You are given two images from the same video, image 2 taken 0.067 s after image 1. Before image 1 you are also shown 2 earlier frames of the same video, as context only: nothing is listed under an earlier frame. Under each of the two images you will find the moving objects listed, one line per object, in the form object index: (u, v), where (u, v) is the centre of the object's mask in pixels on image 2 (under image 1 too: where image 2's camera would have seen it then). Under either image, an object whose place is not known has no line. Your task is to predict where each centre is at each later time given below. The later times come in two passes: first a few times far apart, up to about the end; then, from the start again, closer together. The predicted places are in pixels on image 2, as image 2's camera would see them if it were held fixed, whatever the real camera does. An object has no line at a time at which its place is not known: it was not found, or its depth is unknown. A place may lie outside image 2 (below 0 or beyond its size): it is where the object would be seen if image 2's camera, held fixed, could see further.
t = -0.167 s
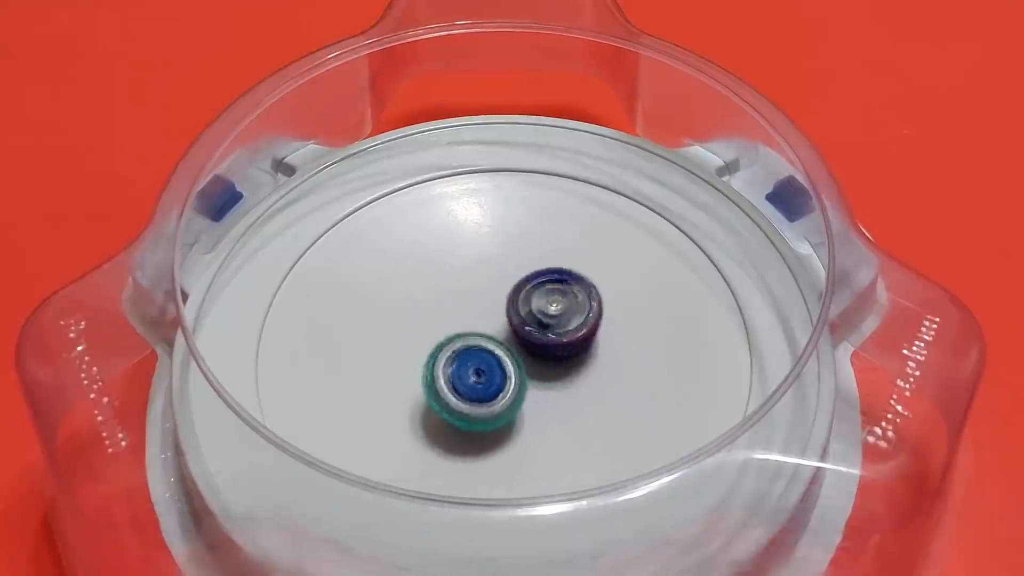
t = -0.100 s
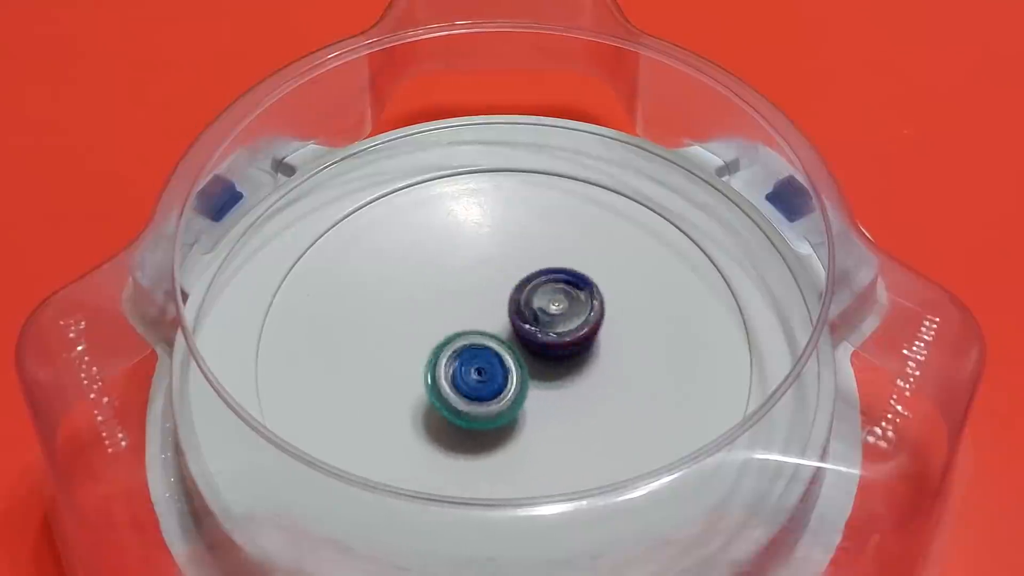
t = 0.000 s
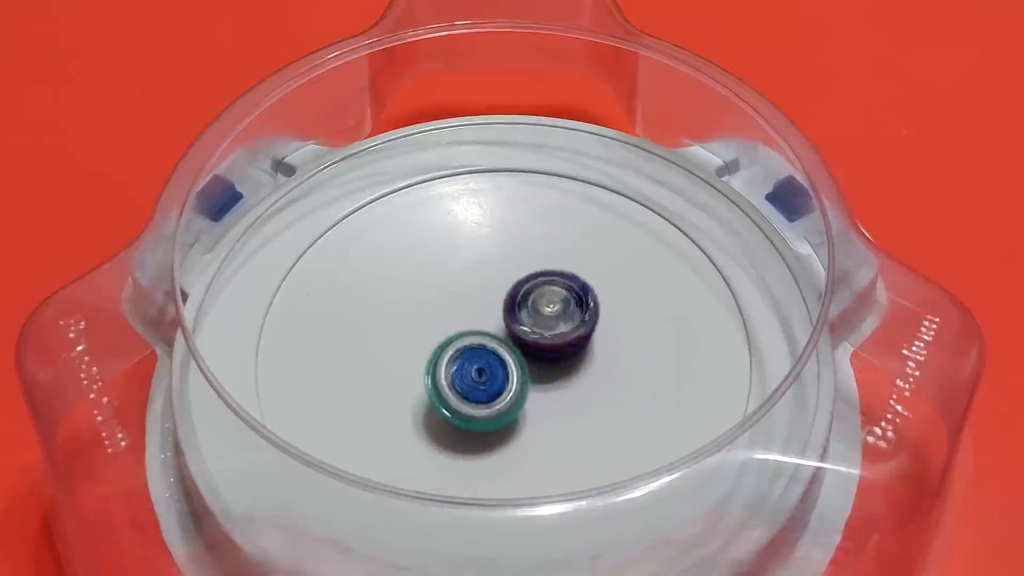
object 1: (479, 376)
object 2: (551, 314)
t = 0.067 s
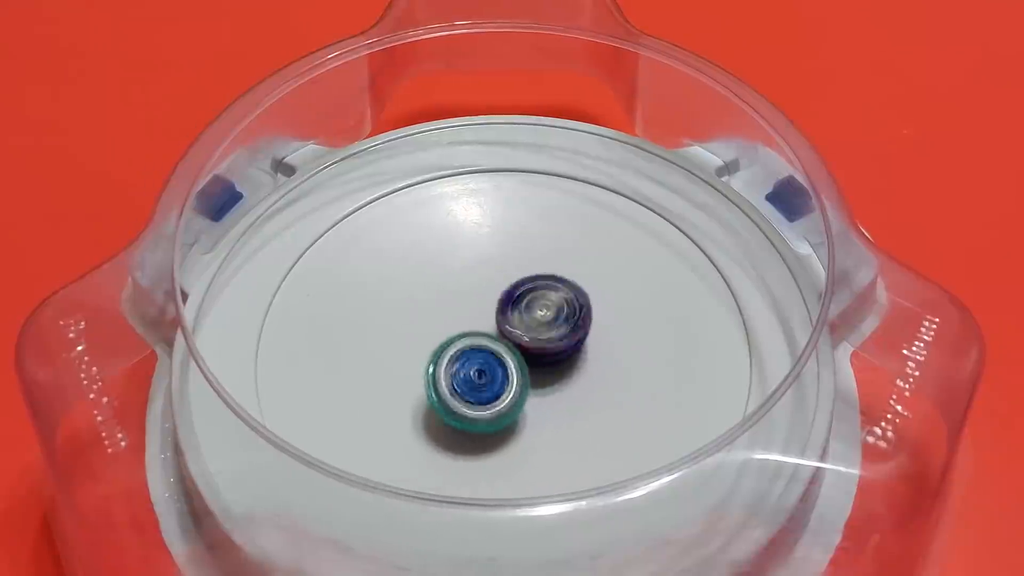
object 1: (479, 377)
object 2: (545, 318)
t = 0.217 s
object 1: (467, 379)
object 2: (551, 317)
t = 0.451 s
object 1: (472, 378)
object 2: (555, 304)
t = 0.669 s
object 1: (424, 394)
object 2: (548, 315)
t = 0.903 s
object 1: (392, 384)
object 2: (595, 322)
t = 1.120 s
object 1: (396, 384)
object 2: (576, 335)
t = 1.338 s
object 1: (398, 385)
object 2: (511, 362)
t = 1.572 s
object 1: (393, 366)
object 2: (500, 399)
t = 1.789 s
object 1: (410, 353)
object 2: (542, 398)
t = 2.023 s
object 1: (420, 357)
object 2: (534, 335)
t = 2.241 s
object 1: (424, 358)
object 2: (484, 293)
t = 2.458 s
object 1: (418, 368)
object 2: (448, 288)
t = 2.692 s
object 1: (416, 361)
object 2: (493, 313)
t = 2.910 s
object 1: (418, 358)
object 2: (552, 337)
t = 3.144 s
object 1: (419, 356)
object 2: (583, 349)
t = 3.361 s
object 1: (420, 356)
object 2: (555, 353)
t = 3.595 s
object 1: (409, 344)
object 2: (514, 363)
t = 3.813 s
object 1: (420, 311)
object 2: (519, 409)
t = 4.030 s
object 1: (435, 320)
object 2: (530, 414)
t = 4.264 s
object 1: (435, 324)
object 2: (529, 367)
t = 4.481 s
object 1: (440, 332)
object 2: (546, 326)
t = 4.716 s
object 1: (439, 340)
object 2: (522, 292)
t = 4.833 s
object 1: (416, 346)
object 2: (515, 290)
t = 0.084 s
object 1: (477, 378)
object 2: (543, 318)
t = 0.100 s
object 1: (476, 378)
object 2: (544, 319)
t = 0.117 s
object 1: (474, 377)
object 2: (543, 319)
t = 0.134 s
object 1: (473, 378)
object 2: (544, 319)
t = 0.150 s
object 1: (474, 376)
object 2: (543, 320)
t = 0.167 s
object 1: (475, 375)
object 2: (543, 320)
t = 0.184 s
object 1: (473, 377)
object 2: (545, 320)
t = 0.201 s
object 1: (469, 379)
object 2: (547, 319)
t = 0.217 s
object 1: (467, 379)
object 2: (551, 317)
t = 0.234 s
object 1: (466, 378)
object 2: (553, 316)
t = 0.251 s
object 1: (466, 378)
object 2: (556, 315)
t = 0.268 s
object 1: (467, 378)
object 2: (558, 313)
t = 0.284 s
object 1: (468, 377)
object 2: (560, 312)
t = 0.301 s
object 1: (468, 377)
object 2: (561, 310)
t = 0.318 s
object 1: (467, 378)
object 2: (563, 309)
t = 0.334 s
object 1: (470, 378)
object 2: (563, 308)
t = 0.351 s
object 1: (469, 377)
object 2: (563, 306)
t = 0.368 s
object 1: (470, 378)
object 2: (562, 306)
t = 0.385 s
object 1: (471, 378)
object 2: (562, 304)
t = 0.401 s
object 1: (471, 378)
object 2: (560, 304)
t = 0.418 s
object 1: (471, 377)
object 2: (559, 304)
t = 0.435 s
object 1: (471, 378)
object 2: (557, 304)
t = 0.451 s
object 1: (472, 378)
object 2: (555, 304)
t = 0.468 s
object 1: (471, 378)
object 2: (551, 305)
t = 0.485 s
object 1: (470, 378)
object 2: (549, 306)
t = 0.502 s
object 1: (470, 378)
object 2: (546, 306)
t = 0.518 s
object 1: (472, 378)
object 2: (543, 308)
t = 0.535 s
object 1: (470, 379)
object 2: (540, 310)
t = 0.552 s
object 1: (470, 378)
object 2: (537, 311)
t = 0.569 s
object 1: (471, 379)
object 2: (534, 314)
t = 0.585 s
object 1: (470, 380)
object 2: (531, 316)
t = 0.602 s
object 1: (469, 378)
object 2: (529, 318)
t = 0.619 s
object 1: (467, 377)
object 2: (528, 319)
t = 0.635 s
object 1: (453, 379)
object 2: (531, 319)
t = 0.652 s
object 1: (437, 386)
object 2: (541, 315)
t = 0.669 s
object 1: (424, 394)
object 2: (548, 315)
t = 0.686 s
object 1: (409, 403)
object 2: (555, 313)
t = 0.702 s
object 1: (401, 402)
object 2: (561, 313)
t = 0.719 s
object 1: (395, 400)
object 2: (567, 311)
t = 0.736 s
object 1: (388, 403)
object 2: (572, 312)
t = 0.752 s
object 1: (385, 402)
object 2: (576, 312)
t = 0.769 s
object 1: (384, 398)
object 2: (580, 313)
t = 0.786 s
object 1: (384, 396)
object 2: (582, 314)
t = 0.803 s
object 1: (385, 394)
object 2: (585, 315)
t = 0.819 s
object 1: (386, 392)
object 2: (587, 316)
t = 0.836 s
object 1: (387, 389)
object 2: (589, 317)
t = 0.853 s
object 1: (388, 388)
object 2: (591, 318)
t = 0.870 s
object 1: (390, 386)
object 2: (592, 319)
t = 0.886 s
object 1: (390, 385)
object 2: (594, 321)
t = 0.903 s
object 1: (392, 384)
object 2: (595, 322)
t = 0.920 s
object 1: (393, 383)
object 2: (595, 323)
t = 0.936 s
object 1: (393, 383)
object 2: (596, 324)
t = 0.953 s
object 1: (394, 383)
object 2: (596, 325)
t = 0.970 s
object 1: (395, 383)
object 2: (596, 326)
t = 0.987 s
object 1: (395, 383)
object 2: (595, 327)
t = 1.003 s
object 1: (395, 384)
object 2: (594, 328)
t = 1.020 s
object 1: (395, 383)
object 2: (593, 329)
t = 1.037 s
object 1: (395, 384)
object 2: (591, 329)
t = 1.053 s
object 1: (395, 384)
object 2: (588, 330)
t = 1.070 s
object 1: (395, 384)
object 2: (586, 331)
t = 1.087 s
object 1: (396, 384)
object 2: (583, 332)
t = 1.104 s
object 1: (396, 384)
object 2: (579, 334)
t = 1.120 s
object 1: (396, 384)
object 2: (576, 335)
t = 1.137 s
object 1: (396, 385)
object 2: (570, 336)
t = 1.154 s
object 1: (397, 385)
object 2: (566, 337)
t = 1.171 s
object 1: (397, 385)
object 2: (561, 339)
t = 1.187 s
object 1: (397, 385)
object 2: (556, 340)
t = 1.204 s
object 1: (397, 385)
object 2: (552, 342)
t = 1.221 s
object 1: (397, 385)
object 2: (545, 345)
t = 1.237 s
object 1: (397, 385)
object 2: (541, 347)
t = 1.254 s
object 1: (398, 385)
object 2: (536, 349)
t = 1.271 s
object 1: (397, 385)
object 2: (531, 351)
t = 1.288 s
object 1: (398, 385)
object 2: (527, 354)
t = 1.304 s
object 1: (398, 385)
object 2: (521, 357)
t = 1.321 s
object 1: (398, 385)
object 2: (517, 359)
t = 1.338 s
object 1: (398, 385)
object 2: (511, 362)
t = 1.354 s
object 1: (398, 384)
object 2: (507, 365)
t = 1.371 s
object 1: (398, 385)
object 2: (503, 368)
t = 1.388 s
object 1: (399, 385)
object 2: (500, 370)
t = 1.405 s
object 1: (398, 383)
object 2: (497, 373)
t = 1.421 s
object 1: (393, 382)
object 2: (497, 376)
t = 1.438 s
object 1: (386, 380)
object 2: (499, 379)
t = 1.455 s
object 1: (383, 378)
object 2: (499, 381)
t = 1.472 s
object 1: (382, 375)
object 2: (500, 384)
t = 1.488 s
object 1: (383, 373)
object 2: (501, 387)
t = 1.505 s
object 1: (384, 371)
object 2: (500, 390)
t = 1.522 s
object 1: (386, 369)
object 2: (500, 392)
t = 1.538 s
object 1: (389, 367)
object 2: (500, 395)
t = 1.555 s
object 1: (390, 367)
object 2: (499, 398)
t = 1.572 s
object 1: (393, 366)
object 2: (500, 399)
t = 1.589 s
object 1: (394, 366)
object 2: (501, 401)
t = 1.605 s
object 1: (395, 366)
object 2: (502, 402)
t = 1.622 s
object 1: (397, 363)
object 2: (503, 404)
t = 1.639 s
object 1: (399, 363)
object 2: (503, 405)
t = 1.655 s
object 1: (398, 361)
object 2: (508, 406)
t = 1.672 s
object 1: (397, 358)
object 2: (513, 407)
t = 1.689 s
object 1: (397, 357)
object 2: (517, 407)
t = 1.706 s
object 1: (399, 355)
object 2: (522, 408)
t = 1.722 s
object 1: (402, 353)
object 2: (526, 407)
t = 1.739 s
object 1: (403, 353)
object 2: (531, 406)
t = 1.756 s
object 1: (406, 353)
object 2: (535, 403)
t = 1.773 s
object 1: (407, 352)
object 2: (538, 402)
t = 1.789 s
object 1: (410, 353)
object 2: (542, 398)
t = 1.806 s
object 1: (411, 354)
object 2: (544, 395)
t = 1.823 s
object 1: (412, 353)
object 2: (546, 391)
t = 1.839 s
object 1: (415, 354)
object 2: (548, 388)
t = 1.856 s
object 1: (415, 354)
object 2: (549, 384)
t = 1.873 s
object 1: (417, 354)
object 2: (549, 379)
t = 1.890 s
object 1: (417, 354)
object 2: (550, 373)
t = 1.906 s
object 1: (418, 355)
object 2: (549, 369)
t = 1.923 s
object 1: (419, 355)
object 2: (548, 363)
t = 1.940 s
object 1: (419, 355)
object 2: (547, 358)
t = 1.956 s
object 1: (420, 355)
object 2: (545, 353)
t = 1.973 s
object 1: (420, 355)
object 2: (543, 349)
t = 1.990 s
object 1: (421, 356)
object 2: (540, 344)
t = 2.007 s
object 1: (421, 356)
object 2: (537, 339)
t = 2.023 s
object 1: (420, 357)
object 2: (534, 335)
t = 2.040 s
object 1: (422, 357)
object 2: (530, 331)
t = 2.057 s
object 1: (421, 357)
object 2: (527, 327)
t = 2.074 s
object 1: (422, 358)
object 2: (524, 323)
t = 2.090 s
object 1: (422, 358)
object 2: (519, 319)
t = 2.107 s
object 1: (422, 358)
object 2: (516, 316)
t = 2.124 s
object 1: (423, 359)
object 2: (512, 312)
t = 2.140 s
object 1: (423, 359)
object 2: (508, 308)
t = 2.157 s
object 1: (423, 358)
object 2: (504, 306)
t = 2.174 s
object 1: (424, 358)
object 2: (499, 303)
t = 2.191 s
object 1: (423, 358)
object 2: (496, 301)
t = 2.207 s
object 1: (424, 358)
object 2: (492, 298)
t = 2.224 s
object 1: (424, 359)
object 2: (487, 296)
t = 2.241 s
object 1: (424, 358)
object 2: (484, 293)
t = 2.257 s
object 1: (425, 358)
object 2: (479, 291)
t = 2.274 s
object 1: (424, 358)
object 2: (475, 289)
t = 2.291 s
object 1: (425, 359)
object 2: (471, 288)
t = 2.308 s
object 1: (425, 358)
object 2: (467, 287)
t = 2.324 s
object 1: (425, 359)
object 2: (463, 286)
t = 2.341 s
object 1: (426, 359)
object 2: (460, 285)
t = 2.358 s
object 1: (425, 359)
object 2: (455, 285)
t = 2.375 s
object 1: (425, 360)
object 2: (452, 285)
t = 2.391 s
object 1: (424, 359)
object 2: (449, 285)
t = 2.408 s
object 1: (422, 361)
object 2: (448, 285)
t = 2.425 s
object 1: (419, 366)
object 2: (448, 286)
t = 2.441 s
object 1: (418, 368)
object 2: (448, 287)
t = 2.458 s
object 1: (418, 368)
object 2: (448, 288)
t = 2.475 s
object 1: (419, 368)
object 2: (448, 288)
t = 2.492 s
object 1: (419, 368)
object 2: (449, 289)
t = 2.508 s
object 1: (420, 367)
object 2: (450, 290)
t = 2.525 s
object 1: (418, 366)
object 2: (451, 292)
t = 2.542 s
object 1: (419, 366)
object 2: (454, 293)
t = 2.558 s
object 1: (418, 365)
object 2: (456, 295)
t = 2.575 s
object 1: (417, 367)
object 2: (459, 296)
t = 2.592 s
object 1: (416, 366)
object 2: (464, 299)
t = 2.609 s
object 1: (416, 366)
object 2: (467, 302)
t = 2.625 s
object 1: (416, 365)
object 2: (472, 302)
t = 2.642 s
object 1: (415, 363)
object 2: (477, 305)
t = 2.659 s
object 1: (414, 364)
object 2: (482, 308)
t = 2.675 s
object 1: (414, 362)
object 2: (487, 310)
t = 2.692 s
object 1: (416, 361)
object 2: (493, 313)
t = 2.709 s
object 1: (417, 360)
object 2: (498, 315)
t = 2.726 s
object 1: (417, 360)
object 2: (503, 318)
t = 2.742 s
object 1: (418, 360)
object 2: (508, 321)
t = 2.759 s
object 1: (418, 360)
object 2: (512, 324)
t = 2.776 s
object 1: (418, 360)
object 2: (518, 326)
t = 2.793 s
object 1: (418, 359)
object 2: (523, 328)
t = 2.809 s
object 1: (418, 359)
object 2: (526, 329)
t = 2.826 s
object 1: (418, 359)
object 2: (532, 330)
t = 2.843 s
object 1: (418, 359)
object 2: (537, 332)
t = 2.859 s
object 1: (418, 359)
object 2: (540, 334)
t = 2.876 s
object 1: (418, 358)
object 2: (545, 335)
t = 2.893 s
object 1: (419, 358)
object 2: (549, 335)
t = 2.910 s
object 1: (418, 358)
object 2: (552, 337)
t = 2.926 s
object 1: (418, 358)
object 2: (557, 339)
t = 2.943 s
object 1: (418, 358)
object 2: (560, 340)
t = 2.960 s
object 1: (418, 358)
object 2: (562, 341)
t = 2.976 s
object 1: (419, 357)
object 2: (566, 342)
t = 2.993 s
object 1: (418, 357)
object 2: (569, 343)
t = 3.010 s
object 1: (419, 358)
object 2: (570, 344)
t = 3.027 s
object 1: (418, 357)
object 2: (574, 345)
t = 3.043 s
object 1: (419, 357)
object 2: (575, 346)
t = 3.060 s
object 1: (418, 357)
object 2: (577, 346)
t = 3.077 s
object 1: (418, 357)
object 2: (579, 347)
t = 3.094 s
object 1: (418, 356)
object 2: (580, 348)
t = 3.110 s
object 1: (418, 356)
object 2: (581, 348)
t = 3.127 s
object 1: (419, 356)
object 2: (583, 349)
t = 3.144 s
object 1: (419, 356)
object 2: (583, 349)
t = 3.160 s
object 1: (419, 356)
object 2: (583, 349)
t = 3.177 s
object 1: (419, 357)
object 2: (584, 350)
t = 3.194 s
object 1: (419, 356)
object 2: (583, 350)
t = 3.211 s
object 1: (419, 356)
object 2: (581, 350)
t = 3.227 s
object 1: (419, 356)
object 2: (580, 351)
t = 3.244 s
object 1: (420, 356)
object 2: (579, 350)
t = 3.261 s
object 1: (419, 356)
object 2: (576, 351)
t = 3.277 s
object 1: (420, 356)
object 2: (571, 351)
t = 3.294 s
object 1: (420, 356)
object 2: (568, 352)
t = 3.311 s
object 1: (420, 356)
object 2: (566, 352)
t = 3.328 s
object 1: (420, 356)
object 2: (562, 352)
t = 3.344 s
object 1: (419, 355)
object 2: (558, 352)
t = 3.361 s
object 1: (420, 356)
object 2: (555, 353)
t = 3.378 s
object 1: (420, 355)
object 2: (550, 353)
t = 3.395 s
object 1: (420, 355)
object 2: (545, 353)
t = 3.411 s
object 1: (421, 355)
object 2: (542, 353)
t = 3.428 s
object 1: (421, 355)
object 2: (537, 354)
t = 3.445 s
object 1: (421, 355)
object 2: (531, 354)
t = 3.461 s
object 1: (420, 355)
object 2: (527, 354)
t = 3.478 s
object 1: (421, 355)
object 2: (522, 354)
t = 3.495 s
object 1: (418, 352)
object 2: (520, 355)
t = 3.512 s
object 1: (412, 350)
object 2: (521, 356)
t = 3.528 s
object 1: (407, 348)
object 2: (520, 357)
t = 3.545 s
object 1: (406, 346)
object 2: (519, 358)
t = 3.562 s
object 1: (406, 345)
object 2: (518, 359)
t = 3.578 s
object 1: (407, 344)
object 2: (516, 360)
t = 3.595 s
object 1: (409, 344)
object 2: (514, 363)
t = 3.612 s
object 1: (411, 342)
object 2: (513, 364)
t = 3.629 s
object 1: (410, 340)
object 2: (512, 366)
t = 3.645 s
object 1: (410, 339)
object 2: (512, 370)
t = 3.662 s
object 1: (410, 337)
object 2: (511, 371)
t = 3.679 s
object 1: (413, 334)
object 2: (510, 376)
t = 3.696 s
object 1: (414, 333)
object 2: (509, 377)
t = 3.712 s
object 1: (416, 332)
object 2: (508, 379)
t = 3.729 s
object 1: (417, 326)
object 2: (510, 385)
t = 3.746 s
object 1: (415, 321)
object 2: (513, 392)
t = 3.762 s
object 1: (416, 318)
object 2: (515, 397)
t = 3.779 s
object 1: (417, 314)
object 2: (516, 403)
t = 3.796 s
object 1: (418, 312)
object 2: (517, 406)
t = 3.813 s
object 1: (420, 311)
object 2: (519, 409)
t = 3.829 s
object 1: (422, 311)
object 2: (520, 413)
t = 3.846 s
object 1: (424, 312)
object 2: (521, 414)
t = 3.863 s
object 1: (426, 313)
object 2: (522, 417)
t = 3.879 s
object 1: (428, 314)
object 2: (523, 417)
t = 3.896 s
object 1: (431, 315)
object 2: (525, 419)
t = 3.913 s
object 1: (432, 316)
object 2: (525, 420)
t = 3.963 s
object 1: (433, 319)
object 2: (528, 421)
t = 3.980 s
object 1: (433, 319)
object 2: (529, 419)
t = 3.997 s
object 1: (434, 320)
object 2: (529, 419)
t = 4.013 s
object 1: (435, 320)
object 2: (530, 416)
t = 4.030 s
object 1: (435, 320)
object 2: (530, 414)
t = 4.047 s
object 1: (437, 321)
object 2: (530, 412)
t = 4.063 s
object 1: (438, 322)
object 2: (529, 409)
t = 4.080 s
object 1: (438, 323)
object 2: (529, 404)
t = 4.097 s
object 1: (439, 324)
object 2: (529, 403)
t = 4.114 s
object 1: (439, 325)
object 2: (528, 399)
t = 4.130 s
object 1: (439, 325)
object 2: (527, 395)
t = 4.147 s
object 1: (439, 326)
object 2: (526, 391)
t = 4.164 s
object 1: (439, 326)
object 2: (525, 387)
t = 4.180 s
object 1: (439, 326)
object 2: (525, 382)
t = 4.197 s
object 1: (440, 327)
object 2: (523, 378)
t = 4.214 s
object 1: (440, 327)
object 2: (525, 374)
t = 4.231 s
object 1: (437, 325)
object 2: (526, 372)
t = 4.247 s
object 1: (436, 324)
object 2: (528, 370)
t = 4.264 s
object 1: (435, 324)
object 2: (529, 367)
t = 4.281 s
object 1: (436, 323)
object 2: (531, 363)
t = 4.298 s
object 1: (438, 323)
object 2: (533, 362)
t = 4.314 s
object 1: (439, 324)
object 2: (535, 357)
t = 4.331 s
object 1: (439, 325)
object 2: (537, 354)
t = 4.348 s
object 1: (440, 324)
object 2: (539, 351)
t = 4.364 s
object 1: (441, 326)
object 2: (541, 349)
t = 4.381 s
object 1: (441, 326)
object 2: (542, 345)
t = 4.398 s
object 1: (440, 327)
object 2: (542, 342)
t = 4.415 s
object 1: (440, 328)
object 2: (544, 338)
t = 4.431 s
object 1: (440, 329)
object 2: (545, 335)
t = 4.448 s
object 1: (440, 329)
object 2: (545, 332)
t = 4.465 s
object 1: (440, 331)
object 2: (545, 329)
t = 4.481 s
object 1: (440, 332)
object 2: (546, 326)
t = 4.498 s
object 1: (440, 333)
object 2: (546, 323)
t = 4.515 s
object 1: (440, 333)
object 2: (546, 319)
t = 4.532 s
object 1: (439, 334)
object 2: (545, 316)
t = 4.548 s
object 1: (440, 335)
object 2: (545, 313)
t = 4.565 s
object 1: (440, 335)
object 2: (544, 311)
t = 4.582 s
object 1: (440, 336)
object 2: (542, 307)
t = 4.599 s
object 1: (440, 336)
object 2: (540, 305)
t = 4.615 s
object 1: (440, 336)
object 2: (539, 301)
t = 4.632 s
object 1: (440, 336)
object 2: (537, 300)
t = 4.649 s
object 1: (440, 337)
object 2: (534, 298)
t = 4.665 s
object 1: (440, 338)
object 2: (531, 296)
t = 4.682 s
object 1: (440, 339)
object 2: (529, 294)
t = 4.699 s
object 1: (440, 340)
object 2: (526, 293)
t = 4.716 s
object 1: (439, 340)
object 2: (522, 292)
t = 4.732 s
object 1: (439, 341)
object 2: (518, 293)
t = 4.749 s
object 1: (438, 341)
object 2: (515, 291)
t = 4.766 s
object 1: (438, 341)
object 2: (512, 292)
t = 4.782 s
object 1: (431, 341)
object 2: (511, 290)
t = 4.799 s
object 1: (425, 344)
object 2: (513, 291)
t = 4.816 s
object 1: (420, 346)
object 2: (514, 290)
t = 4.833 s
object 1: (416, 346)
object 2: (515, 290)
